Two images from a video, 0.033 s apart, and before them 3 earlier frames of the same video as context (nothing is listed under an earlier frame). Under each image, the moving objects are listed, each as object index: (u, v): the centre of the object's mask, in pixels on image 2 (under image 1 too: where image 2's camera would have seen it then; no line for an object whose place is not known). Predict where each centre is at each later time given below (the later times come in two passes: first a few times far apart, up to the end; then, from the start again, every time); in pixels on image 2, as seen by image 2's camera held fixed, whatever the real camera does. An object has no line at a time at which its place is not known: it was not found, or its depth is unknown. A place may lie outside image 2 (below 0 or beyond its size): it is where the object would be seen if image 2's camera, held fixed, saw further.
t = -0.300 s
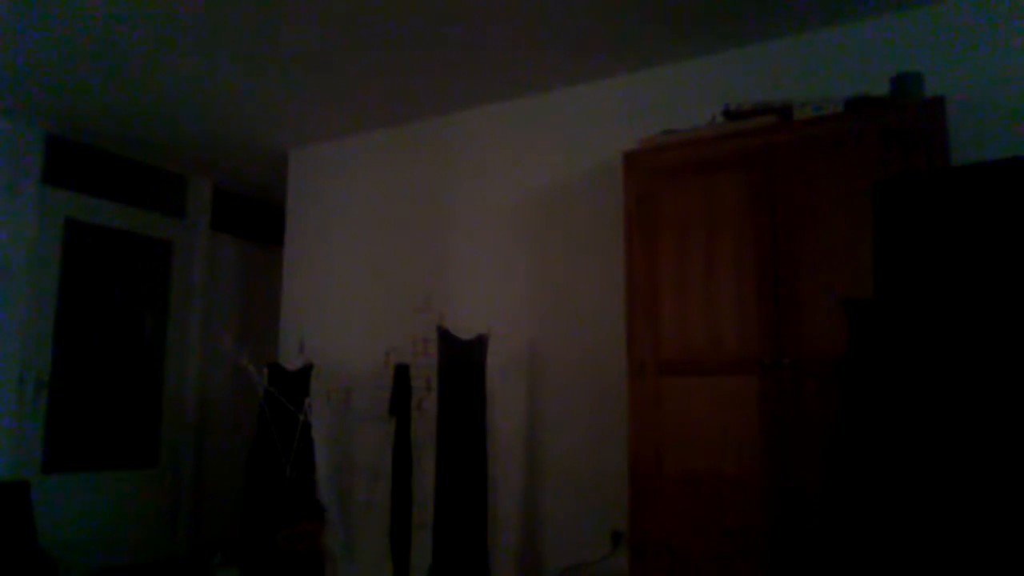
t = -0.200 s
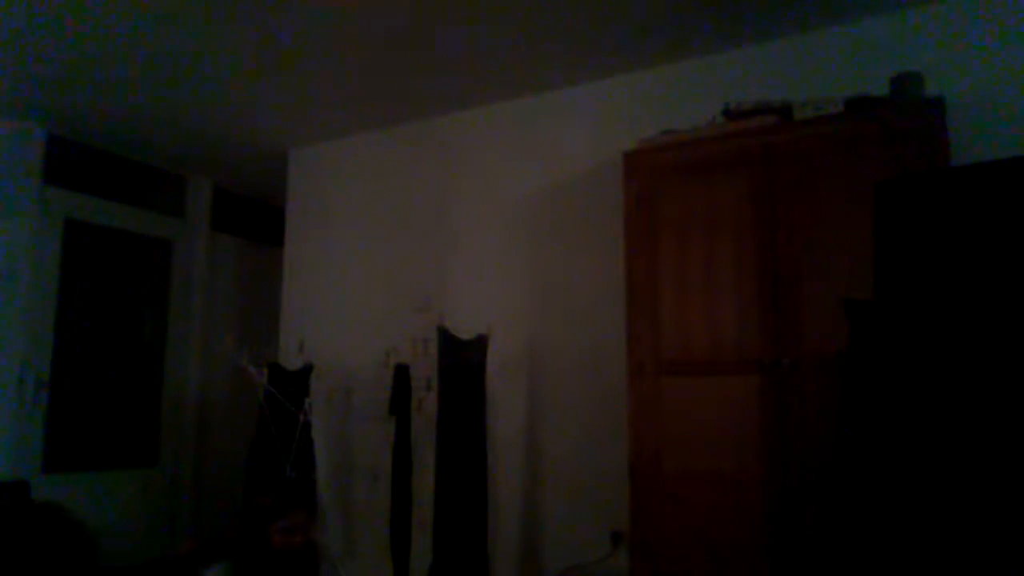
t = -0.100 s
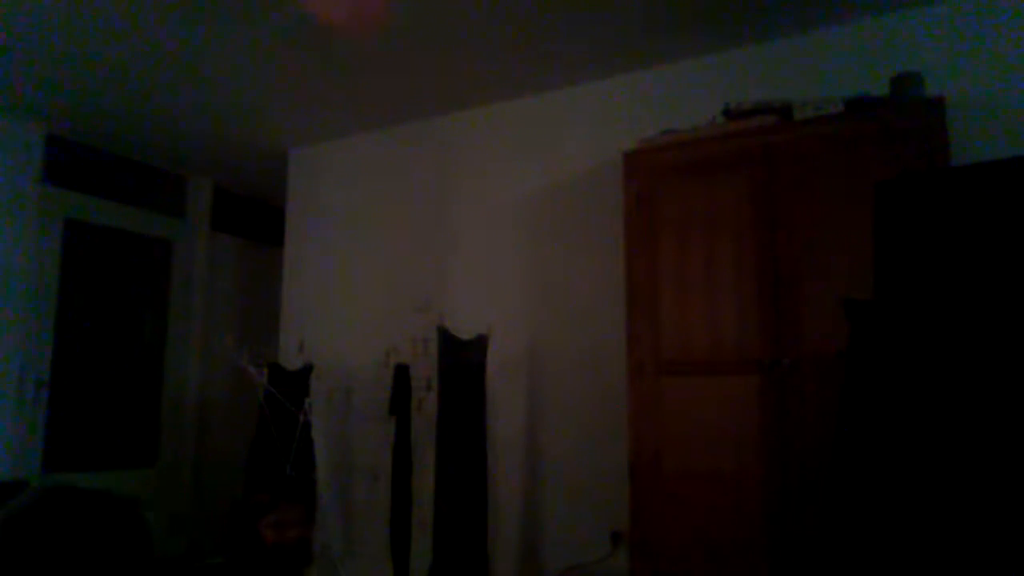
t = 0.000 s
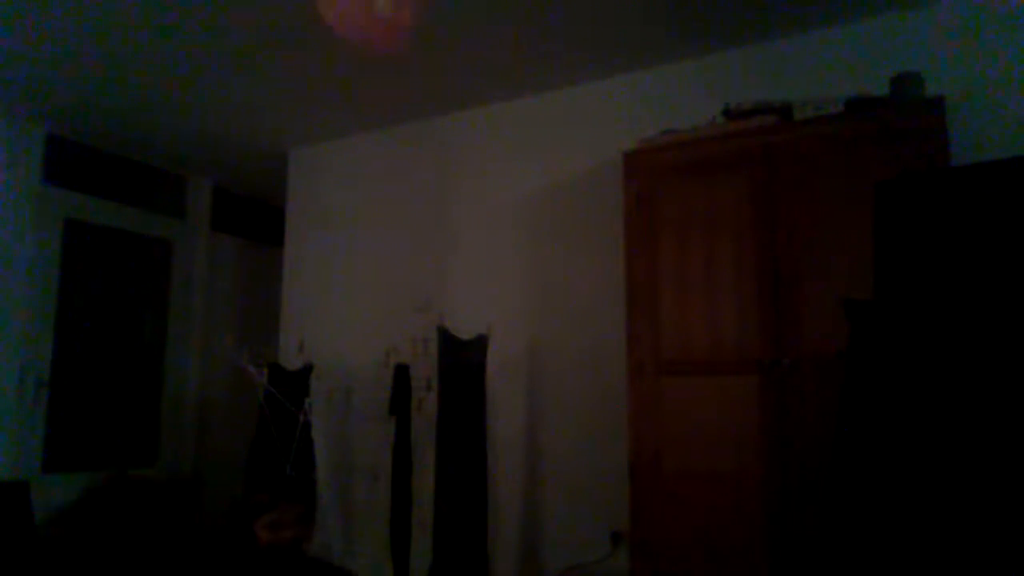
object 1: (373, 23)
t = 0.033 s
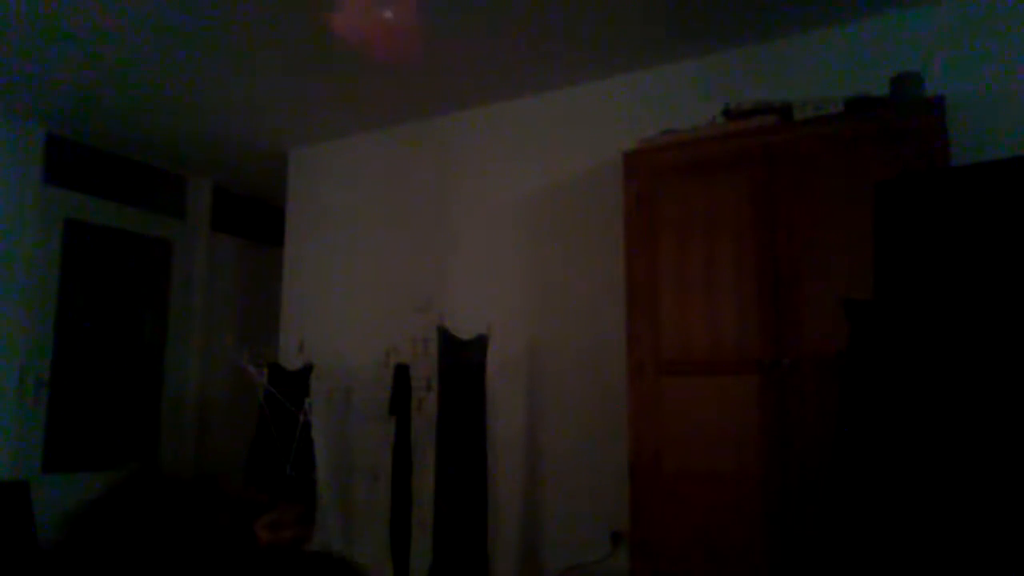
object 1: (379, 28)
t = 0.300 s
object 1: (448, 46)
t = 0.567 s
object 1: (516, 64)
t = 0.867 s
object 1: (542, 120)
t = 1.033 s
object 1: (539, 164)
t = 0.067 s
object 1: (389, 30)
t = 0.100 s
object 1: (396, 31)
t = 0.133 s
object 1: (406, 33)
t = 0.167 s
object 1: (412, 35)
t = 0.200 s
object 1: (420, 37)
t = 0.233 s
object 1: (427, 39)
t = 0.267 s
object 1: (438, 42)
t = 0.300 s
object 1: (448, 46)
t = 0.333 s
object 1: (456, 46)
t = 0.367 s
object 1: (467, 48)
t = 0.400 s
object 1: (475, 49)
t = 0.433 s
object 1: (485, 52)
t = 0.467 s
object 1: (492, 53)
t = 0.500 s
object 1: (501, 54)
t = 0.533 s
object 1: (509, 60)
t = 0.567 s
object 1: (516, 64)
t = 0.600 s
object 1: (522, 70)
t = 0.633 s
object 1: (526, 74)
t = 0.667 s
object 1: (527, 78)
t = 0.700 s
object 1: (533, 84)
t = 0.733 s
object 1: (535, 90)
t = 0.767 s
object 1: (539, 99)
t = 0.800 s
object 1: (540, 107)
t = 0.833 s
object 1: (542, 112)
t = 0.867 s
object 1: (542, 120)
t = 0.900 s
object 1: (543, 129)
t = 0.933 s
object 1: (543, 134)
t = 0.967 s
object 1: (541, 147)
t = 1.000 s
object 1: (539, 155)
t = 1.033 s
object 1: (539, 164)
